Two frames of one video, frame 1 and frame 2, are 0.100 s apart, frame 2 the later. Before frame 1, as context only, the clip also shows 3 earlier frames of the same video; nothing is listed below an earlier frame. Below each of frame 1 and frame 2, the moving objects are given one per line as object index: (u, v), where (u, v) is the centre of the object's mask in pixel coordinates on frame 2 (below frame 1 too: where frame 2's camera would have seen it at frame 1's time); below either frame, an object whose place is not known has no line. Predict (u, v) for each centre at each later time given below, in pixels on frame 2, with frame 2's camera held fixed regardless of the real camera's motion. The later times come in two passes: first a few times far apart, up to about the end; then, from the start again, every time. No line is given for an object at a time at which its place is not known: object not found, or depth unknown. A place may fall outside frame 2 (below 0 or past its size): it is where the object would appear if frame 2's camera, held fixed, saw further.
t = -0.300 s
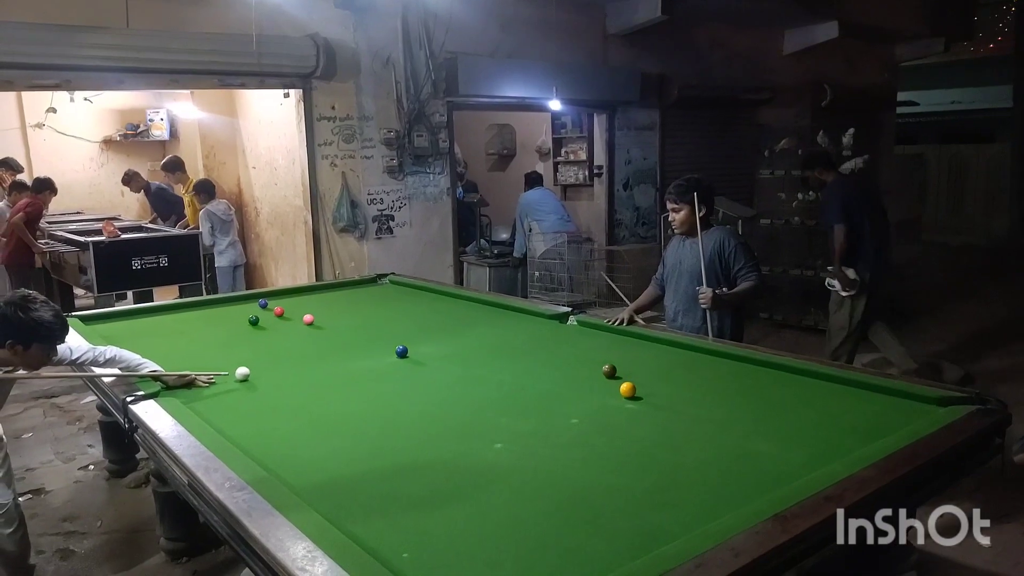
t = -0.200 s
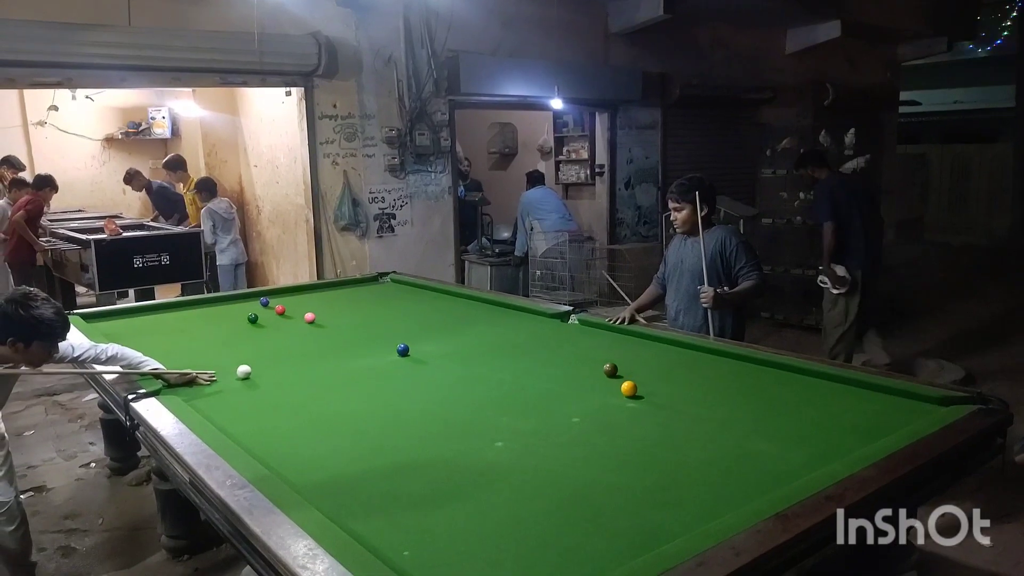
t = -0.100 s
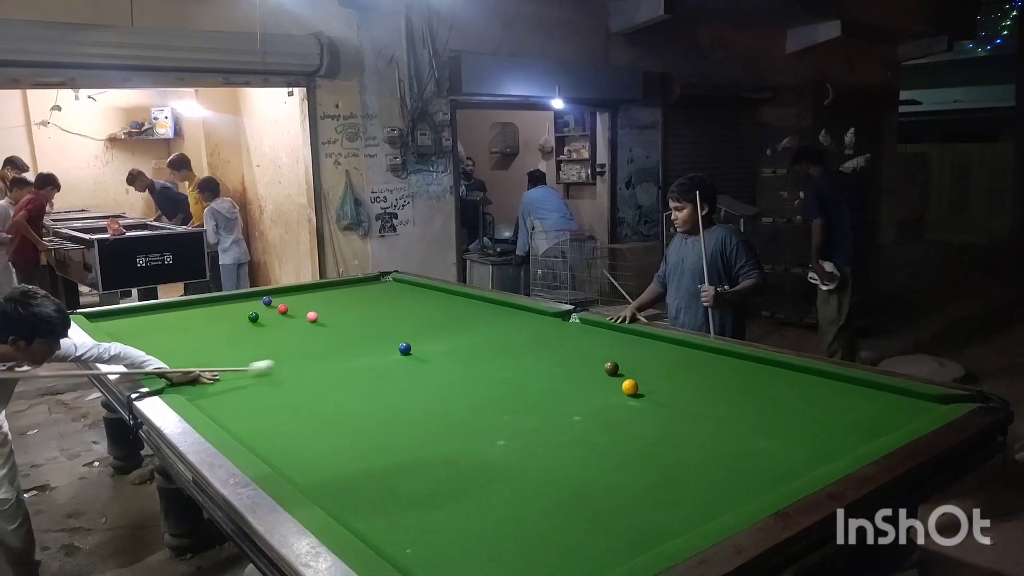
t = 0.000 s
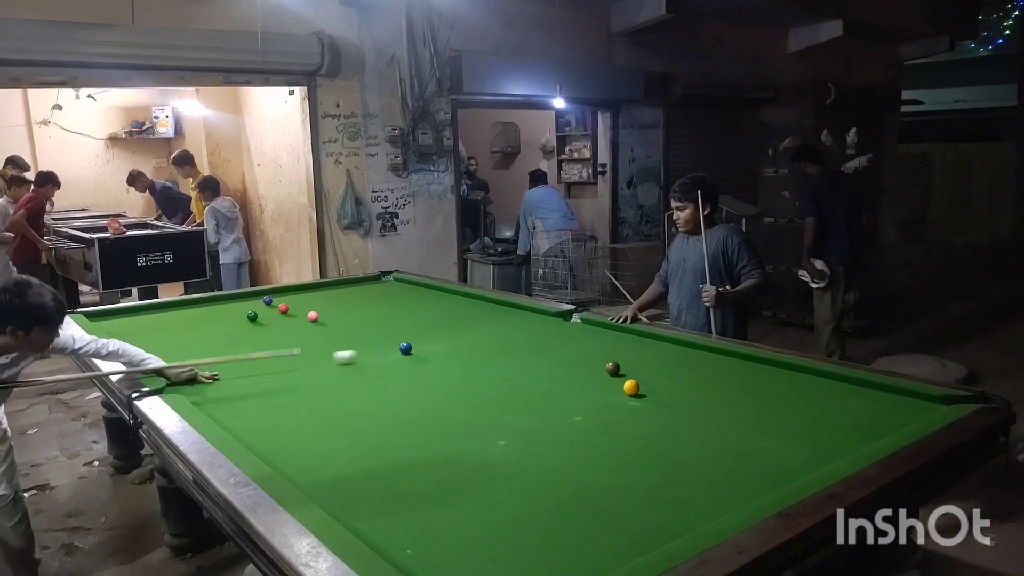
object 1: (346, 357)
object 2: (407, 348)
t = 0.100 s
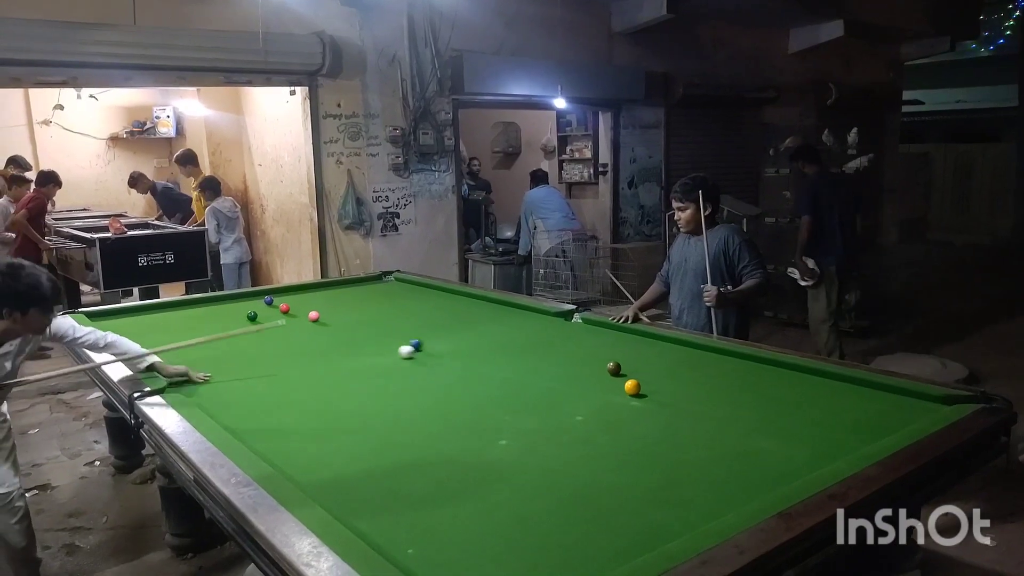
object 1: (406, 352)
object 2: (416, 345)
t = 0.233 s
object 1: (450, 355)
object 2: (451, 334)
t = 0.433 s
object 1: (520, 358)
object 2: (490, 321)
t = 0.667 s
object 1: (604, 361)
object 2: (527, 309)
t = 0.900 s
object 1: (692, 365)
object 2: (485, 314)
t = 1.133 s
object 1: (782, 370)
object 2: (445, 319)
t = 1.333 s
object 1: (825, 381)
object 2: (409, 323)
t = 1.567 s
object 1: (851, 396)
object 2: (367, 327)
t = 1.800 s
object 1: (879, 415)
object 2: (325, 332)
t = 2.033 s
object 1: (889, 429)
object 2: (282, 337)
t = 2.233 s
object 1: (848, 428)
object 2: (247, 341)
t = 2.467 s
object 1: (805, 426)
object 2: (208, 345)
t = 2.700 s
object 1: (763, 425)
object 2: (169, 349)
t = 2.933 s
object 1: (727, 424)
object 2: (139, 352)
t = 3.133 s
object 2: (159, 348)
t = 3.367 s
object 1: (671, 421)
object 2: (183, 343)
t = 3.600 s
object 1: (641, 420)
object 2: (202, 339)
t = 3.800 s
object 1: (618, 419)
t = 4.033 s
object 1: (597, 419)
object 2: (231, 334)
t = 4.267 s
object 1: (579, 419)
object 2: (244, 331)
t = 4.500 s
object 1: (563, 418)
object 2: (255, 329)
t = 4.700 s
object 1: (552, 418)
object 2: (263, 327)
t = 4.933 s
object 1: (540, 418)
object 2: (272, 326)
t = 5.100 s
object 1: (533, 418)
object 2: (277, 325)
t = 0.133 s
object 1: (416, 353)
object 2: (426, 342)
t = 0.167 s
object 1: (427, 354)
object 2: (435, 339)
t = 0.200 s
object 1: (438, 354)
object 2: (443, 336)
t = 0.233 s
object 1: (450, 355)
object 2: (451, 334)
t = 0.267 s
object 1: (461, 356)
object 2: (459, 332)
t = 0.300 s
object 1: (473, 356)
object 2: (465, 329)
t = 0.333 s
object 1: (484, 357)
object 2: (472, 327)
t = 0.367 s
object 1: (496, 357)
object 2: (478, 325)
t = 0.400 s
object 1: (508, 358)
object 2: (484, 323)
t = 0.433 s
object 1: (520, 358)
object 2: (490, 321)
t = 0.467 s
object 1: (532, 359)
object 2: (496, 319)
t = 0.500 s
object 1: (544, 359)
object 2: (501, 318)
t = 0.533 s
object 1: (556, 360)
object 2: (507, 316)
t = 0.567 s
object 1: (568, 360)
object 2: (512, 314)
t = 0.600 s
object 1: (580, 361)
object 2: (517, 312)
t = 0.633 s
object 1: (593, 361)
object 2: (522, 311)
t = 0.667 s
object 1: (604, 361)
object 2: (527, 309)
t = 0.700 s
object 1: (618, 360)
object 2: (520, 309)
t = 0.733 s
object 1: (630, 363)
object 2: (514, 310)
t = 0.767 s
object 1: (642, 363)
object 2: (509, 311)
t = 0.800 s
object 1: (654, 364)
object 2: (502, 312)
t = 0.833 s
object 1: (667, 364)
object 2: (497, 312)
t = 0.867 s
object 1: (680, 365)
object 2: (491, 313)
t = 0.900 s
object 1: (692, 365)
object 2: (485, 314)
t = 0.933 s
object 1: (704, 366)
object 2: (479, 315)
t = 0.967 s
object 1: (717, 367)
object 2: (473, 315)
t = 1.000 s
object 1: (730, 367)
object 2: (468, 316)
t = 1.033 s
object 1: (743, 368)
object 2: (462, 316)
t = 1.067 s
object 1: (756, 369)
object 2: (456, 317)
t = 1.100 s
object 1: (769, 369)
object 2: (450, 318)
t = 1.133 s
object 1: (782, 370)
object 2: (445, 319)
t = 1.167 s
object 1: (795, 371)
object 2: (439, 319)
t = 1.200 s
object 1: (808, 371)
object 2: (433, 320)
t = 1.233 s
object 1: (815, 374)
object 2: (427, 321)
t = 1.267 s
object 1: (818, 376)
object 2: (421, 322)
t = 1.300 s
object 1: (821, 378)
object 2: (415, 322)
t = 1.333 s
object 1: (825, 381)
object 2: (409, 323)
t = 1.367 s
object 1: (829, 383)
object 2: (403, 323)
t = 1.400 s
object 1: (833, 385)
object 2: (397, 324)
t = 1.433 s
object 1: (836, 387)
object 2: (391, 325)
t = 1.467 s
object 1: (840, 389)
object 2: (385, 325)
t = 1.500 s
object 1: (844, 392)
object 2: (379, 326)
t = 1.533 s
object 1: (848, 394)
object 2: (373, 327)
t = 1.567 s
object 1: (851, 396)
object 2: (367, 327)
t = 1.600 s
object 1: (855, 399)
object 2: (361, 328)
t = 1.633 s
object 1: (859, 401)
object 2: (355, 329)
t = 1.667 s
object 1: (863, 404)
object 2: (349, 329)
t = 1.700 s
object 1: (866, 407)
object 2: (343, 330)
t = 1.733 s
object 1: (870, 409)
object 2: (337, 331)
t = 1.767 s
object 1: (874, 412)
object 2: (331, 331)
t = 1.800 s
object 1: (879, 415)
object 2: (325, 332)
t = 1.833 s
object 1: (883, 418)
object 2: (318, 332)
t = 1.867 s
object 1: (888, 420)
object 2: (312, 333)
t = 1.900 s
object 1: (892, 423)
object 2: (306, 334)
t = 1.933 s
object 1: (896, 426)
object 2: (300, 335)
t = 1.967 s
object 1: (900, 427)
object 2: (294, 336)
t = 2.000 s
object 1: (897, 428)
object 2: (288, 336)
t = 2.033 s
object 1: (889, 429)
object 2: (282, 337)
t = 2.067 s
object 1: (882, 429)
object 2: (277, 338)
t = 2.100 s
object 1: (874, 429)
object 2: (271, 338)
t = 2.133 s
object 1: (867, 429)
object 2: (265, 339)
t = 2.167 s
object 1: (861, 428)
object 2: (259, 339)
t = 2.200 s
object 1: (854, 428)
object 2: (253, 340)
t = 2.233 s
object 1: (848, 428)
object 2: (247, 341)
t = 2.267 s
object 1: (842, 428)
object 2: (242, 341)
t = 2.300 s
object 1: (835, 428)
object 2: (236, 342)
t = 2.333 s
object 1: (829, 427)
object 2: (230, 342)
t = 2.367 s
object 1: (822, 427)
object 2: (225, 343)
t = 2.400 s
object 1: (816, 427)
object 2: (219, 344)
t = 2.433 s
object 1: (811, 427)
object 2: (213, 345)
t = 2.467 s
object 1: (805, 426)
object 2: (208, 345)
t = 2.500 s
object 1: (799, 426)
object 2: (202, 346)
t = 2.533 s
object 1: (792, 426)
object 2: (196, 346)
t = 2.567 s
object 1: (787, 426)
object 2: (191, 347)
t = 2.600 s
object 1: (781, 426)
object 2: (185, 348)
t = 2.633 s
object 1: (775, 426)
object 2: (180, 348)
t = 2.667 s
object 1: (769, 425)
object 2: (174, 349)
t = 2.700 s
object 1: (763, 425)
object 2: (169, 349)
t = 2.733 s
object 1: (757, 425)
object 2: (163, 350)
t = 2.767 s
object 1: (752, 425)
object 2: (158, 351)
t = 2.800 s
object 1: (747, 424)
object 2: (152, 351)
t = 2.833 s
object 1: (742, 424)
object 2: (146, 351)
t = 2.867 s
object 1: (737, 424)
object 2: (141, 352)
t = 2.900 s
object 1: (732, 424)
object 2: (137, 351)
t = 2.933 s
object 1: (727, 424)
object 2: (139, 352)
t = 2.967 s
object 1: (723, 424)
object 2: (142, 352)
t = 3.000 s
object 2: (145, 350)
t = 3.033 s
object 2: (148, 350)
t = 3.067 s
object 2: (152, 349)
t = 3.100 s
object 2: (156, 349)
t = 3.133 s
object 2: (159, 348)
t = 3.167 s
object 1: (694, 422)
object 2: (163, 347)
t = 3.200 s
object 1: (690, 422)
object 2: (166, 346)
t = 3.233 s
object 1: (686, 422)
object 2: (169, 346)
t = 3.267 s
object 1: (682, 422)
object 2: (173, 345)
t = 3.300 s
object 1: (678, 422)
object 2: (177, 345)
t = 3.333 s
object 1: (675, 422)
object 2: (180, 344)
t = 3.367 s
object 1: (671, 421)
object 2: (183, 343)
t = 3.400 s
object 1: (666, 421)
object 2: (187, 343)
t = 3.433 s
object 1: (663, 421)
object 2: (190, 342)
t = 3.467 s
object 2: (193, 341)
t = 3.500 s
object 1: (655, 420)
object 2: (195, 341)
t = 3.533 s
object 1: (650, 420)
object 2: (198, 340)
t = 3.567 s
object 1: (646, 420)
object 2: (200, 340)
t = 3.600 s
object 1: (641, 420)
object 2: (202, 339)
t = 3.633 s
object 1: (637, 420)
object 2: (205, 339)
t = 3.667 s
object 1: (633, 420)
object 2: (207, 338)
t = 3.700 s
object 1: (629, 420)
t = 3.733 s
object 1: (625, 420)
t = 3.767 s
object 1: (622, 419)
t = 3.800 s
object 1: (618, 419)
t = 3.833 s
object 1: (615, 419)
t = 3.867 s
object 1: (612, 419)
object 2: (221, 335)
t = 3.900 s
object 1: (609, 419)
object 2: (223, 335)
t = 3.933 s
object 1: (606, 419)
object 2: (225, 335)
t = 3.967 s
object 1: (603, 419)
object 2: (227, 334)
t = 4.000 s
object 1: (600, 419)
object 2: (229, 334)
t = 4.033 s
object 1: (597, 419)
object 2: (231, 334)
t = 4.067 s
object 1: (594, 419)
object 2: (233, 333)
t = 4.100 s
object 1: (591, 419)
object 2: (235, 333)
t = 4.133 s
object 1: (588, 418)
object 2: (237, 332)
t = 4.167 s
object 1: (586, 418)
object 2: (239, 332)
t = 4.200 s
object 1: (584, 418)
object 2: (240, 332)
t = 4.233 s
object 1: (581, 418)
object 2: (242, 331)
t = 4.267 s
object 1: (579, 419)
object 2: (244, 331)
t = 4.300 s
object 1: (576, 419)
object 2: (246, 331)
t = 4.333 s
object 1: (574, 418)
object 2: (248, 330)
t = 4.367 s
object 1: (572, 418)
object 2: (249, 330)
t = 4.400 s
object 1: (569, 418)
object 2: (251, 330)
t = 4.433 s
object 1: (567, 418)
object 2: (253, 329)
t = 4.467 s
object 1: (565, 419)
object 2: (254, 329)
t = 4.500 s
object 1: (563, 418)
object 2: (255, 329)
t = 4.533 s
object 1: (561, 418)
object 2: (257, 329)
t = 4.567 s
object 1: (559, 418)
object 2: (258, 328)
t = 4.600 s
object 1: (557, 418)
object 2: (260, 328)
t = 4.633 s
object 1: (555, 419)
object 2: (261, 328)
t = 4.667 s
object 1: (553, 418)
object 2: (262, 328)
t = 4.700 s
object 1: (552, 418)
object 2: (263, 327)
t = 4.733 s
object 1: (550, 419)
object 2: (265, 327)
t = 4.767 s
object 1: (548, 418)
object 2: (266, 327)
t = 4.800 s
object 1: (546, 418)
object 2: (267, 326)
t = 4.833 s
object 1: (545, 419)
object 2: (268, 326)
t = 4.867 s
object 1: (543, 419)
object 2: (270, 326)
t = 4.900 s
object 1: (542, 418)
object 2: (271, 326)
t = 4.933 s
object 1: (540, 418)
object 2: (272, 326)
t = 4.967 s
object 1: (538, 418)
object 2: (273, 325)
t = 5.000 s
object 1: (537, 418)
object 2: (274, 325)
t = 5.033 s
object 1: (536, 418)
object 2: (275, 325)
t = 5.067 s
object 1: (534, 418)
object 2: (276, 325)
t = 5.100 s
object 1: (533, 418)
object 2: (277, 325)
